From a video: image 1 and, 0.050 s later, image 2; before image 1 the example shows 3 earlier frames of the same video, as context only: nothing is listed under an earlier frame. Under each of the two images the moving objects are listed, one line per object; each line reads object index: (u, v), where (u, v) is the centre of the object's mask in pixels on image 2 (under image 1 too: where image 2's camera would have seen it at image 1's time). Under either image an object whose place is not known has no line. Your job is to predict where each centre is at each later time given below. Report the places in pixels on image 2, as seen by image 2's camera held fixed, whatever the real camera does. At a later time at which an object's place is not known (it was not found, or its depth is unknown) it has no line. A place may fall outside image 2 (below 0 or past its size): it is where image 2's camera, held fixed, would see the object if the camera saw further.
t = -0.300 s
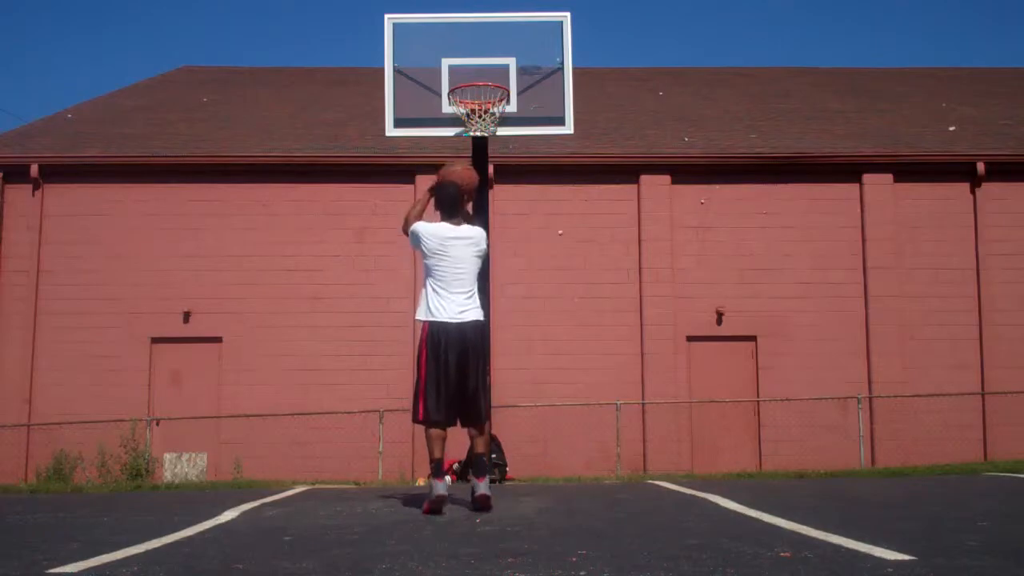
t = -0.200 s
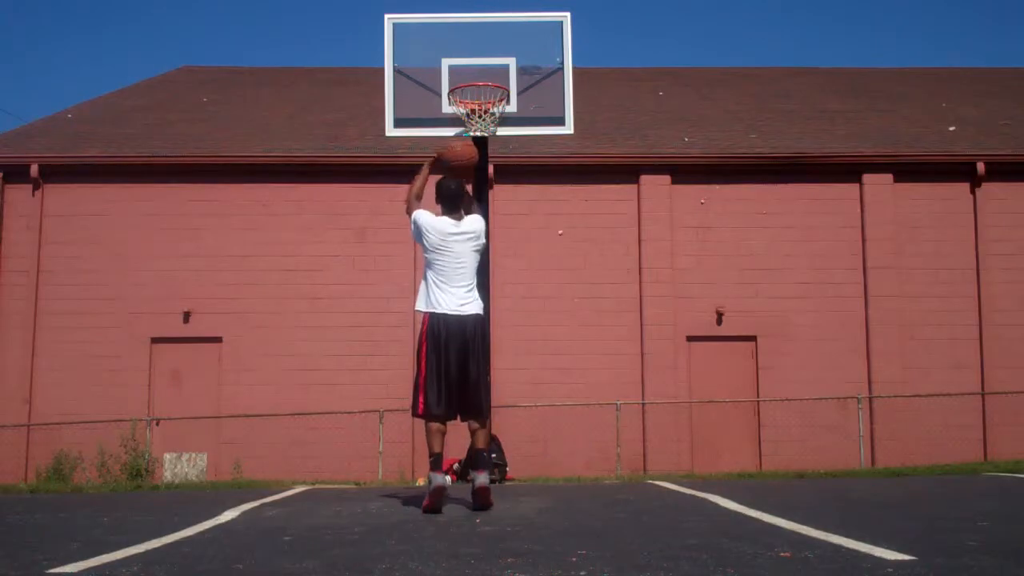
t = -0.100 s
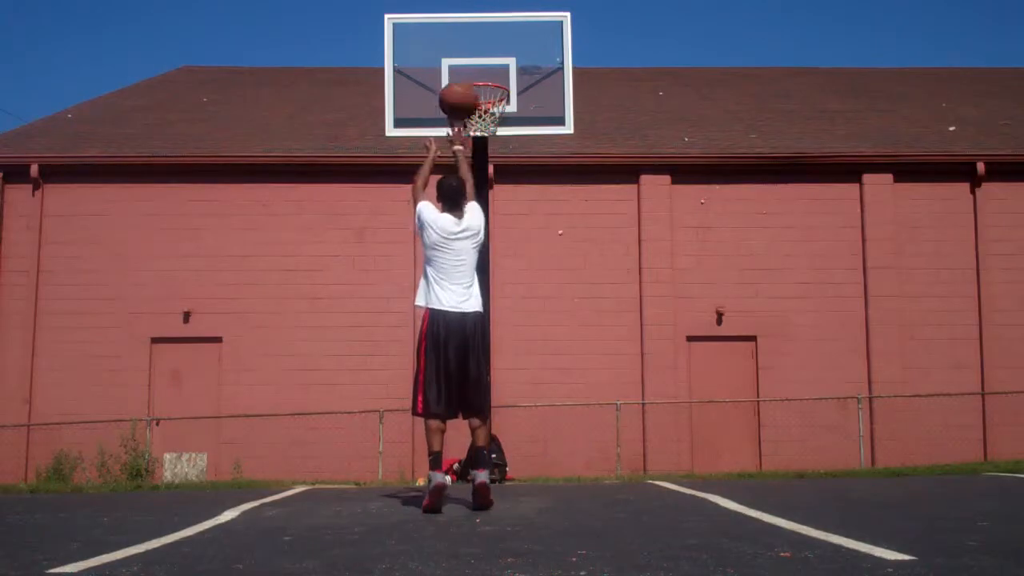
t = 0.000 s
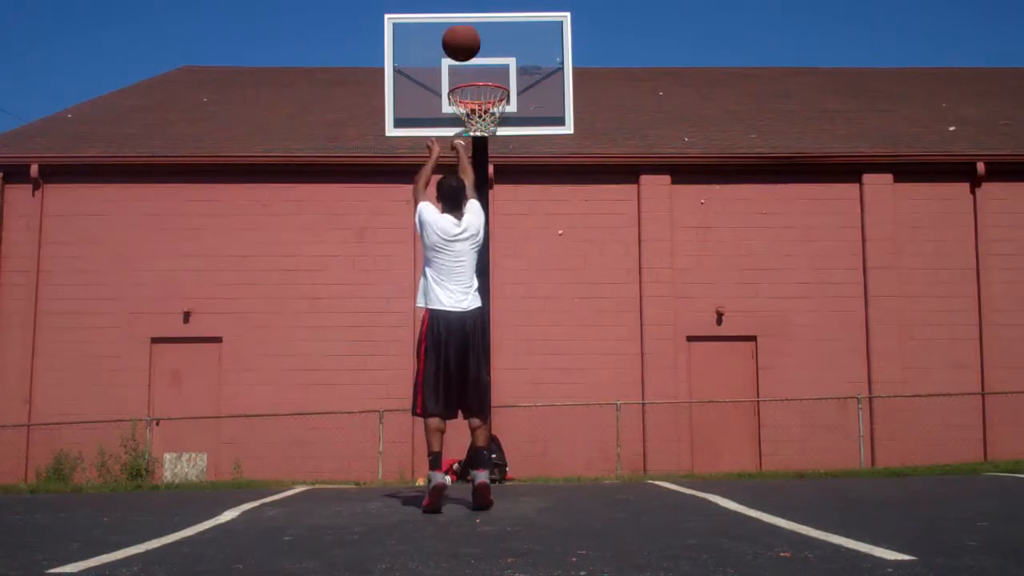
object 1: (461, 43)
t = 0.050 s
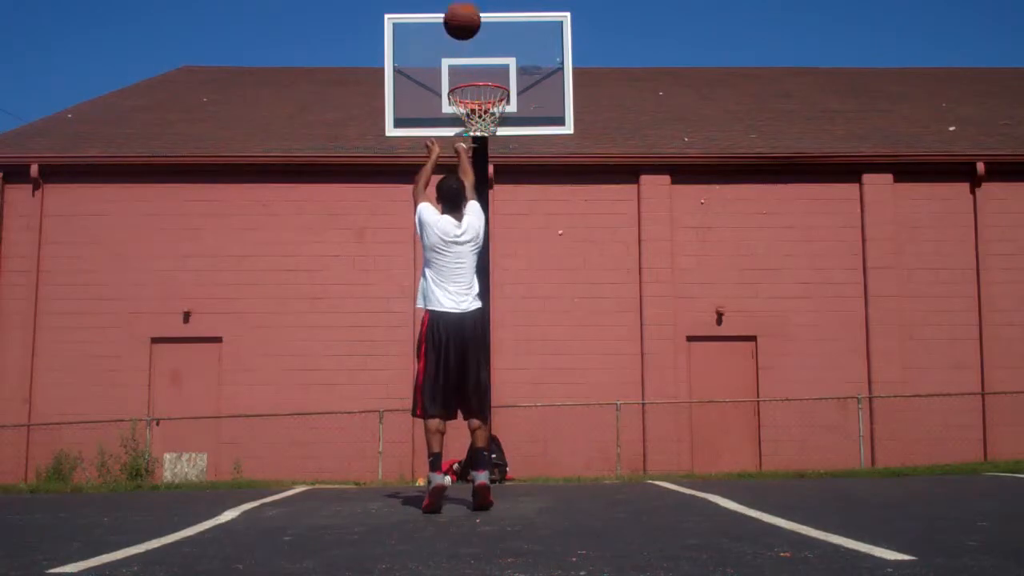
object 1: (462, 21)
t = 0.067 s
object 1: (462, 16)
